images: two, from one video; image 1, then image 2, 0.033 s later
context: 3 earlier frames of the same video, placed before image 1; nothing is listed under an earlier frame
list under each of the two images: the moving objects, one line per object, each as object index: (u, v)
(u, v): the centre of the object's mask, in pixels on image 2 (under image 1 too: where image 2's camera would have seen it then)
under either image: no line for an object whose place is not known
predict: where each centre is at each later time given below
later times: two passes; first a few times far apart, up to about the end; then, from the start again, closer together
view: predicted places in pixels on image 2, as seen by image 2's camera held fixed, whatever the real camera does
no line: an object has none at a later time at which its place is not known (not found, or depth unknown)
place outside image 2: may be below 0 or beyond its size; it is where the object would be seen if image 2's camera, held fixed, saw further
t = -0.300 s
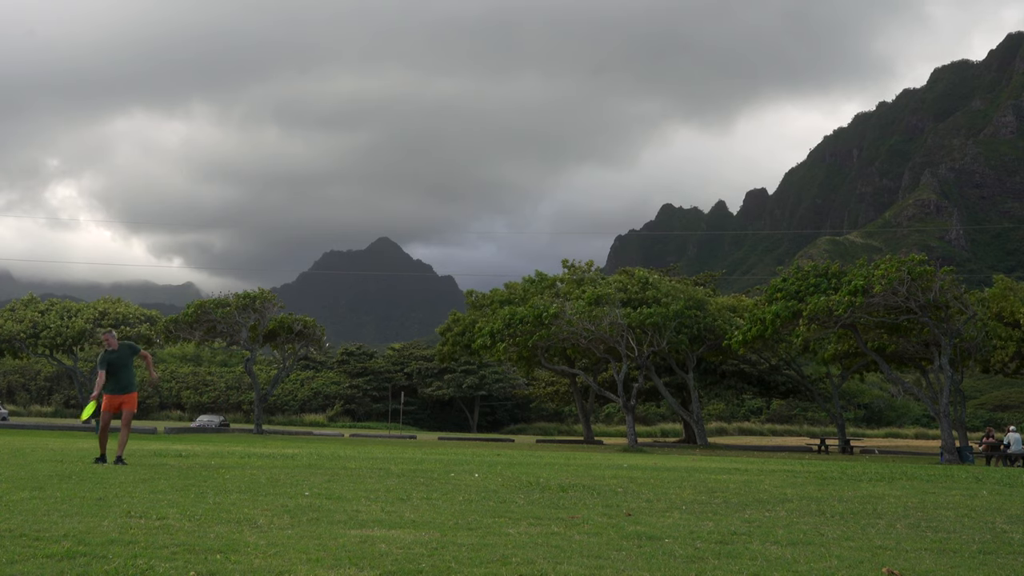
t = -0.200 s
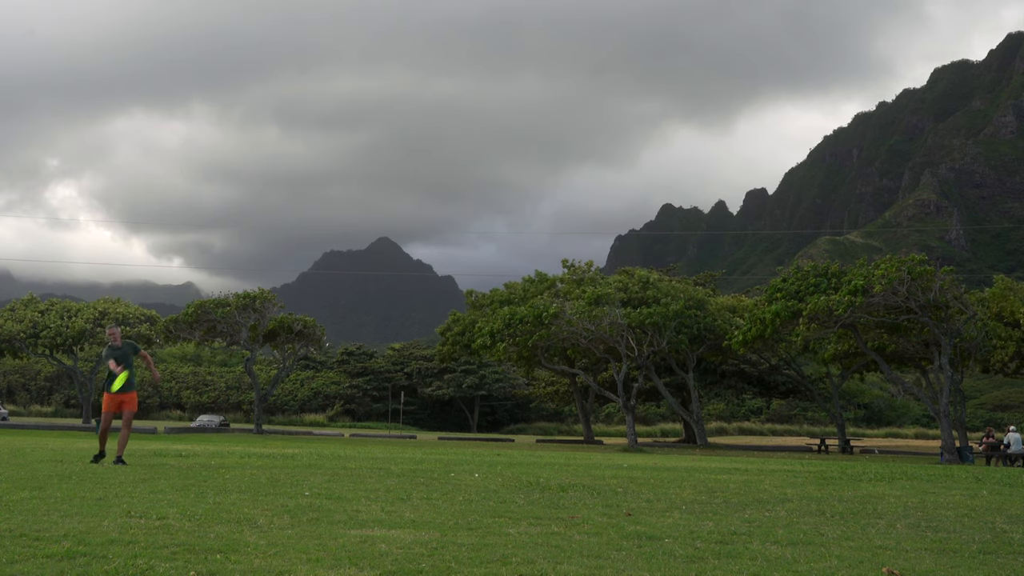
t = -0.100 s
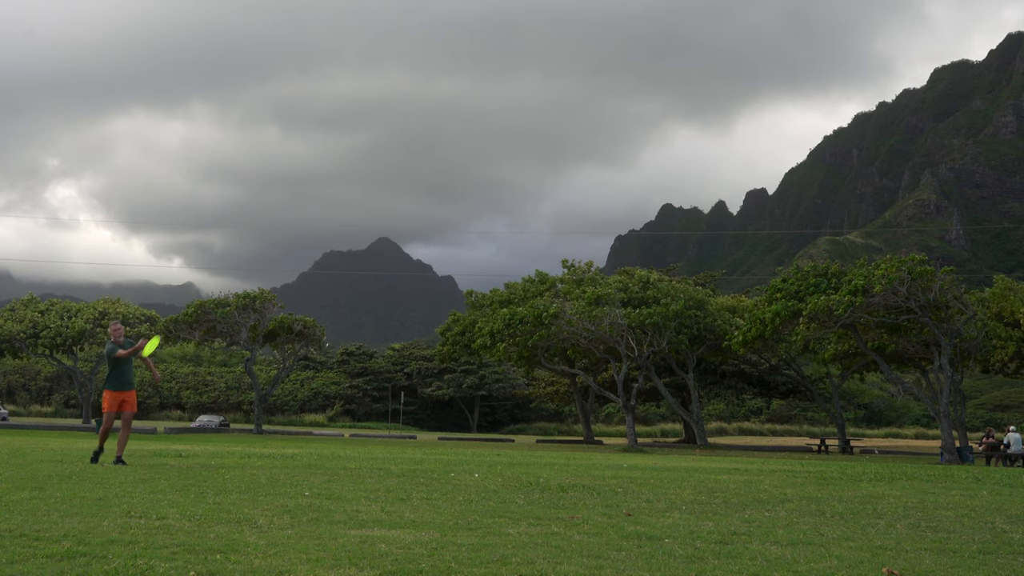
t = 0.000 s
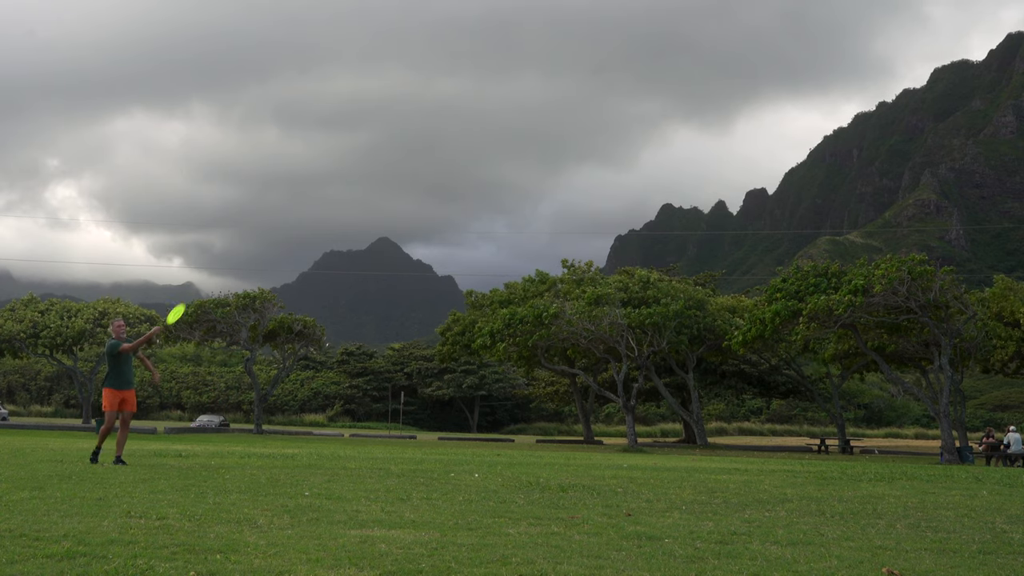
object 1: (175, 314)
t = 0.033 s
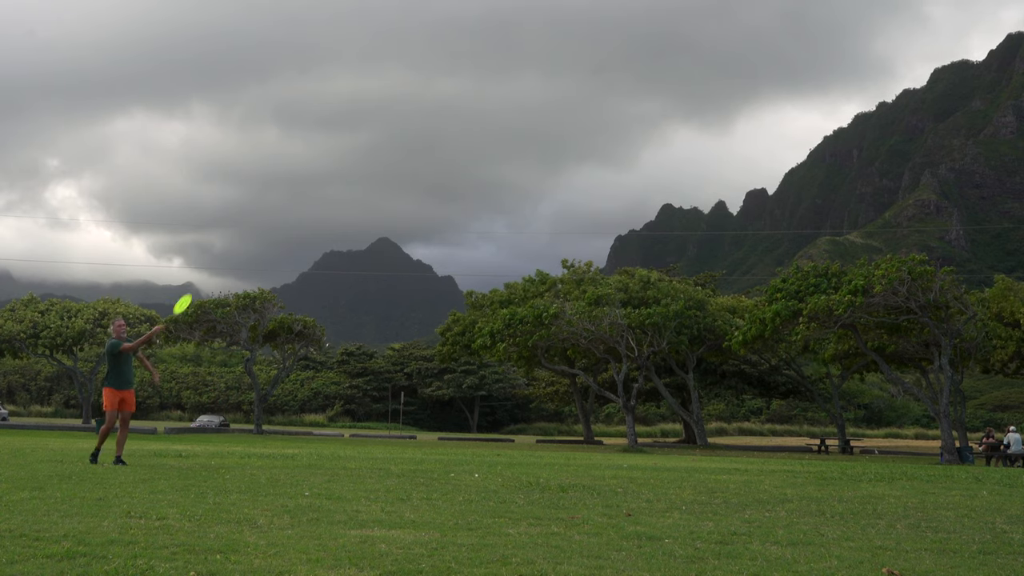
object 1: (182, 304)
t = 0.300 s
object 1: (216, 240)
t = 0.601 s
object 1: (220, 207)
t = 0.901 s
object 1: (199, 218)
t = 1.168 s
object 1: (169, 262)
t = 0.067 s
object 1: (188, 294)
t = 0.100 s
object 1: (194, 285)
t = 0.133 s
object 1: (199, 276)
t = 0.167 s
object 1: (203, 268)
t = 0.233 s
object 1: (211, 253)
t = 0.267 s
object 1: (213, 246)
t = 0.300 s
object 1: (216, 240)
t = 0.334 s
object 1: (218, 234)
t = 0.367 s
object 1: (219, 228)
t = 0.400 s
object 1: (220, 224)
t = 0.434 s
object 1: (221, 219)
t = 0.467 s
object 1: (221, 216)
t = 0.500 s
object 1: (221, 213)
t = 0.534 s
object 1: (221, 210)
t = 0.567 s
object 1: (221, 209)
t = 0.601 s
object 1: (220, 207)
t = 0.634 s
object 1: (219, 206)
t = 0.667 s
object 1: (217, 206)
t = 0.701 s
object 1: (215, 206)
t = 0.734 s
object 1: (213, 207)
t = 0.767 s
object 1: (211, 208)
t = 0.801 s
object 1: (208, 210)
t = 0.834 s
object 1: (206, 212)
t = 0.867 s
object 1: (203, 215)
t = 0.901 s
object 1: (199, 218)
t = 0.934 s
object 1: (196, 222)
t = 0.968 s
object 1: (192, 226)
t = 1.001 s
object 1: (189, 231)
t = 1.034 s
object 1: (185, 236)
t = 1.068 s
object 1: (182, 242)
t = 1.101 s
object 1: (178, 249)
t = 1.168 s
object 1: (169, 262)
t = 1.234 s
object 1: (161, 279)
